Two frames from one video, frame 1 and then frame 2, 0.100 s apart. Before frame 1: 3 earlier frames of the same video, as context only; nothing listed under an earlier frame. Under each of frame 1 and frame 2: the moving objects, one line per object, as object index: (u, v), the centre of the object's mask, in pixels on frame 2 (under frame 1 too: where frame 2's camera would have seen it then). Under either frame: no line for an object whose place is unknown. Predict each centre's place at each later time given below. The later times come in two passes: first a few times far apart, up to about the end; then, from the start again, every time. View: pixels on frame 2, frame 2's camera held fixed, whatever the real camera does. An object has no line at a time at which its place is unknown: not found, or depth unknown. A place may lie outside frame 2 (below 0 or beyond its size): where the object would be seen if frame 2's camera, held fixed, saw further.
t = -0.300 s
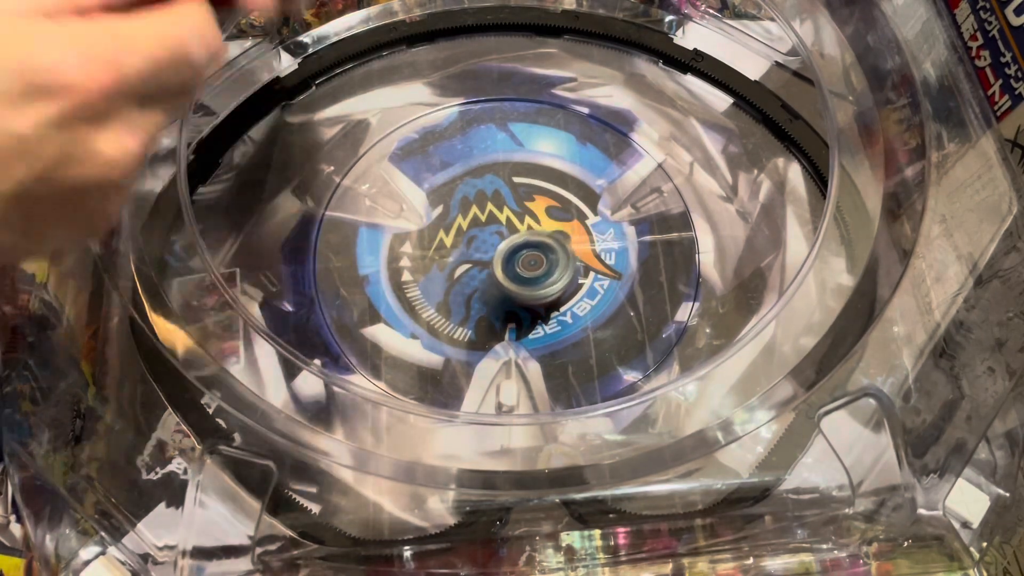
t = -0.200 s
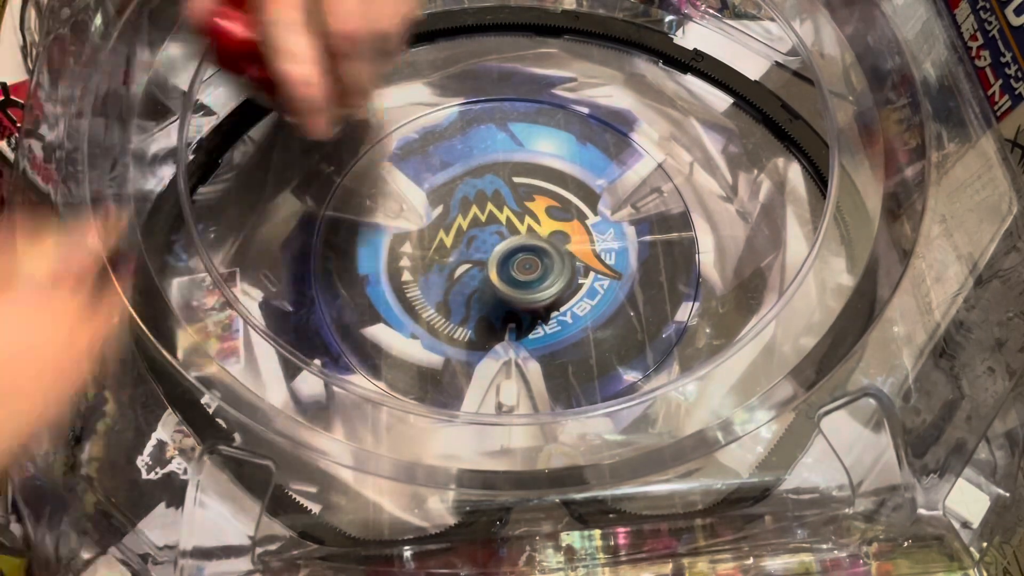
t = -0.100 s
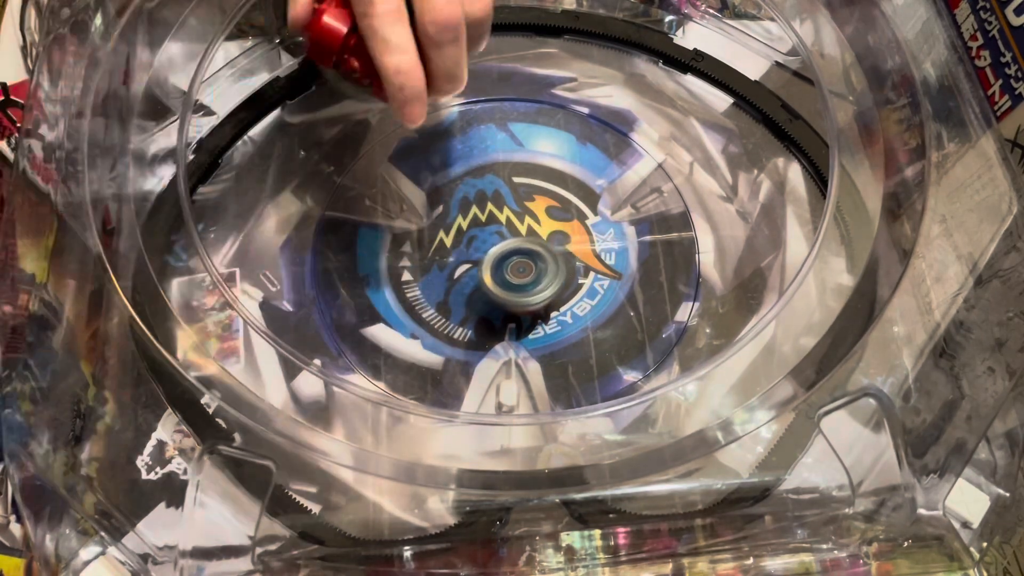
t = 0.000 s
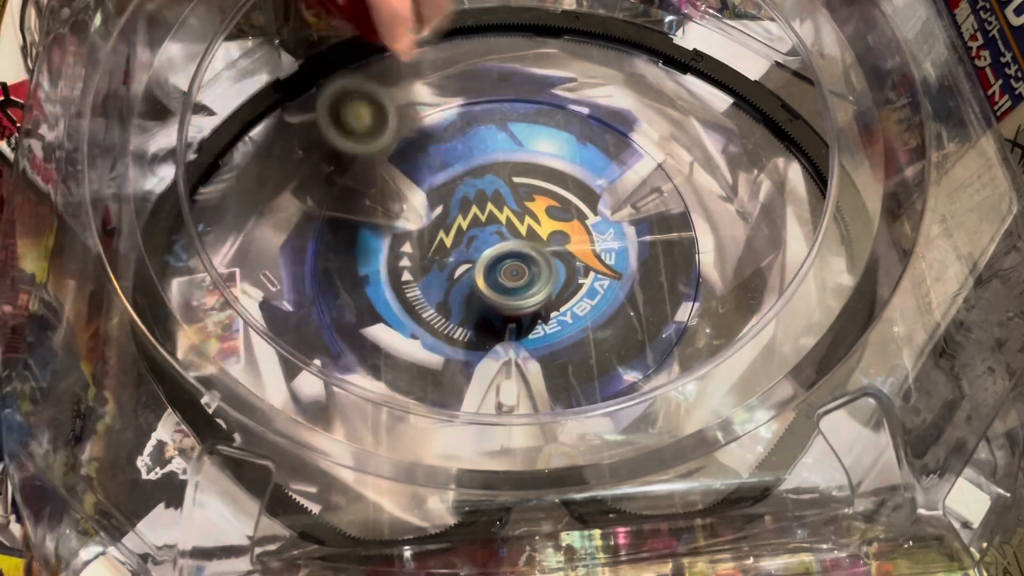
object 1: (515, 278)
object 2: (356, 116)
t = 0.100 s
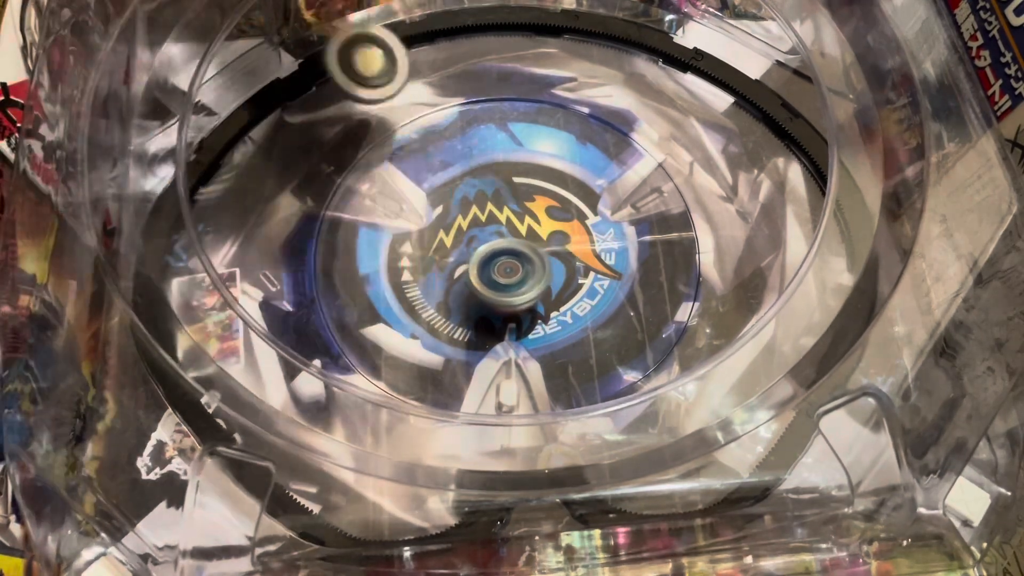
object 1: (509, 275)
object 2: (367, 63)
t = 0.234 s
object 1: (501, 270)
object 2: (410, 60)
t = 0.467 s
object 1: (482, 262)
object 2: (533, 55)
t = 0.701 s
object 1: (467, 255)
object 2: (654, 70)
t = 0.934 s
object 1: (462, 245)
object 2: (732, 98)
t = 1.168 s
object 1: (464, 235)
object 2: (772, 114)
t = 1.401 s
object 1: (469, 224)
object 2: (787, 127)
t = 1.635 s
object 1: (478, 215)
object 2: (793, 135)
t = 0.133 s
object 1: (507, 274)
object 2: (376, 71)
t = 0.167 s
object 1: (506, 273)
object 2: (385, 64)
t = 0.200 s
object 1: (503, 272)
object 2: (397, 56)
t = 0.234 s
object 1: (501, 270)
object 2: (410, 60)
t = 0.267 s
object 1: (499, 269)
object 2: (426, 54)
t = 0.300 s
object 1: (496, 268)
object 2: (442, 56)
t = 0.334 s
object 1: (493, 267)
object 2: (459, 54)
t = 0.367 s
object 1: (491, 266)
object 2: (477, 55)
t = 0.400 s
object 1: (488, 264)
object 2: (495, 54)
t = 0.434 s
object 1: (485, 263)
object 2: (514, 54)
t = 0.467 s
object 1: (482, 262)
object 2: (533, 55)
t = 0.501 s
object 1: (479, 261)
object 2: (552, 56)
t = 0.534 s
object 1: (477, 260)
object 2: (570, 57)
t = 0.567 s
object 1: (474, 260)
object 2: (589, 60)
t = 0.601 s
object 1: (473, 258)
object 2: (607, 62)
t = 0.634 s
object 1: (470, 257)
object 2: (623, 65)
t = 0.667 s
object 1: (469, 256)
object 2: (640, 67)
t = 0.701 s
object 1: (467, 255)
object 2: (654, 70)
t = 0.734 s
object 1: (465, 254)
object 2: (669, 76)
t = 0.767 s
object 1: (464, 252)
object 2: (683, 79)
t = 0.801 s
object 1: (463, 250)
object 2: (695, 82)
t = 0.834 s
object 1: (462, 250)
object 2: (706, 86)
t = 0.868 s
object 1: (463, 248)
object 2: (715, 90)
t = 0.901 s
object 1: (463, 246)
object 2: (725, 94)
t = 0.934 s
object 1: (462, 245)
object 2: (732, 98)
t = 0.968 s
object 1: (462, 244)
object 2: (740, 101)
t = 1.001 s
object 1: (462, 243)
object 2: (747, 103)
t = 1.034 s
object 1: (463, 240)
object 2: (753, 106)
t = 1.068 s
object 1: (463, 239)
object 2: (758, 108)
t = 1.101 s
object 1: (463, 238)
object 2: (763, 110)
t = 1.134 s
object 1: (463, 237)
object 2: (768, 112)
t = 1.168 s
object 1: (464, 235)
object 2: (772, 114)
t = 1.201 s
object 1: (464, 233)
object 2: (775, 116)
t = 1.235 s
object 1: (465, 232)
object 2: (778, 118)
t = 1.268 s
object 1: (466, 230)
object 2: (781, 120)
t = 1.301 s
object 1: (466, 229)
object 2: (783, 122)
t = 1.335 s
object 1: (467, 227)
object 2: (784, 123)
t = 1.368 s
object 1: (468, 226)
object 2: (786, 126)
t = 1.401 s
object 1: (469, 224)
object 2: (787, 127)
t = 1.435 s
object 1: (470, 223)
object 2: (787, 129)
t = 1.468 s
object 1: (471, 221)
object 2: (788, 130)
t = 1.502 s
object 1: (472, 220)
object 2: (789, 131)
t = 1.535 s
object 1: (474, 219)
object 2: (789, 132)
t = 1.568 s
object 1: (475, 218)
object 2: (790, 133)
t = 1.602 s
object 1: (476, 217)
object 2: (791, 134)
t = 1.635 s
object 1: (478, 215)
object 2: (793, 135)
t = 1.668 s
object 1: (479, 215)
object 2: (794, 136)
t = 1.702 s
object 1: (481, 214)
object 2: (795, 137)
